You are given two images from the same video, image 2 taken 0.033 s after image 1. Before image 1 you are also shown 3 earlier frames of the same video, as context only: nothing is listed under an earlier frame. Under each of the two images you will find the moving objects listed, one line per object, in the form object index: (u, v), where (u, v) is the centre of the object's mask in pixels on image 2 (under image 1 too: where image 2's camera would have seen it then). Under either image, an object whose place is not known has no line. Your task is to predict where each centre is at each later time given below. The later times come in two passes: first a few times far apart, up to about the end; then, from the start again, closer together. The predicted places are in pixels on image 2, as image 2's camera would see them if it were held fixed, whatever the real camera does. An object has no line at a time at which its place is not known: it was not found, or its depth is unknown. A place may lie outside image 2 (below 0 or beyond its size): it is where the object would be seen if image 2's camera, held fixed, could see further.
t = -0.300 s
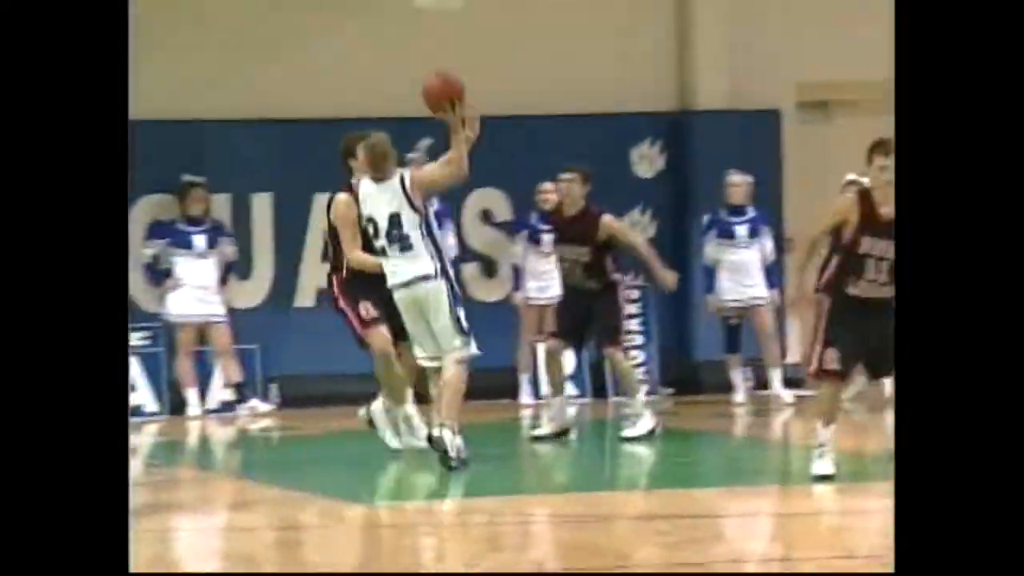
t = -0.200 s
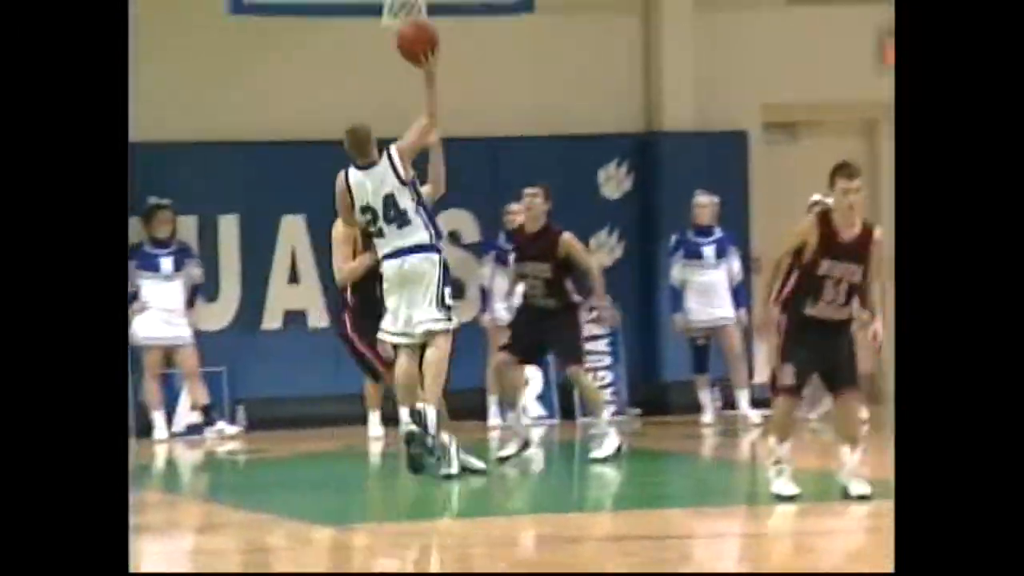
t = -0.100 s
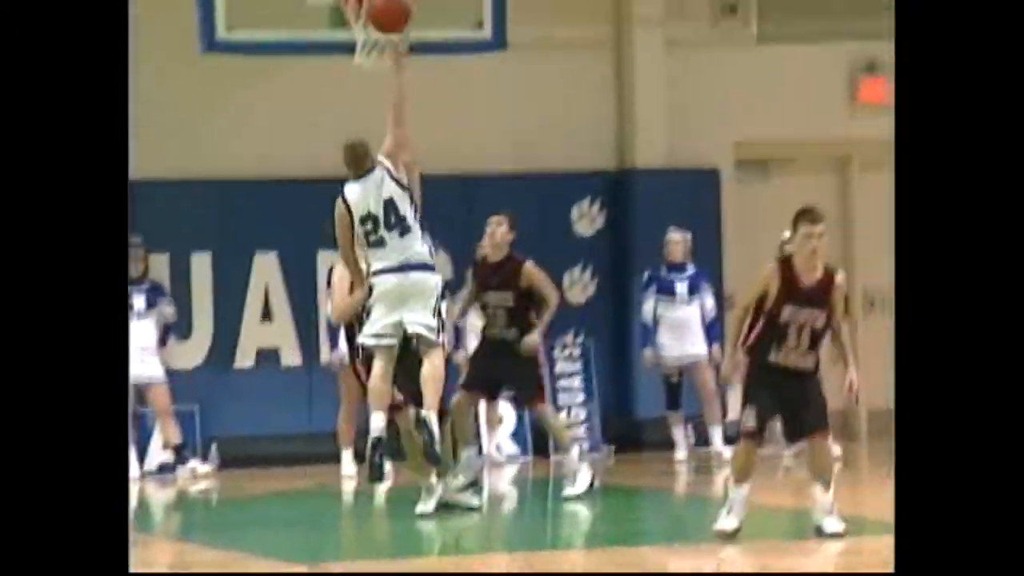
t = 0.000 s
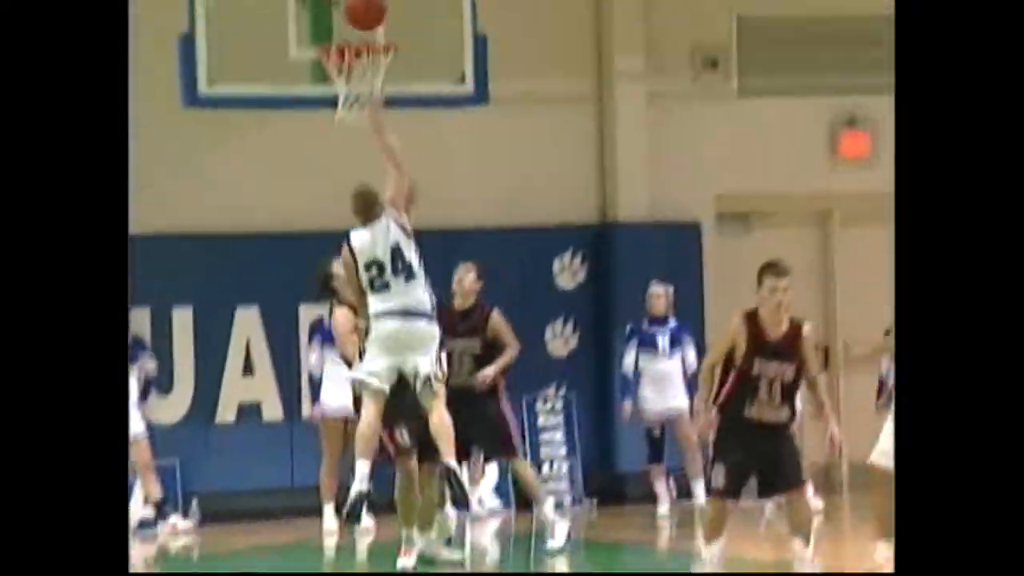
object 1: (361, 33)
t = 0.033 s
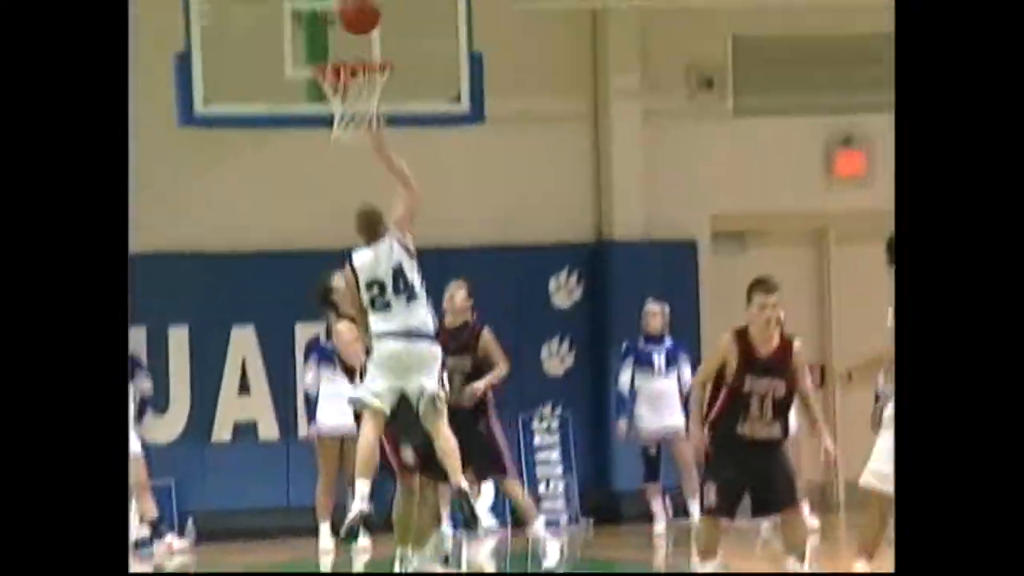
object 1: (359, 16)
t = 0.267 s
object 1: (347, -34)
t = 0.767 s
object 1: (345, 69)
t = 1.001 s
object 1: (360, 110)
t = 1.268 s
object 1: (377, 168)
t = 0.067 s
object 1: (356, 1)
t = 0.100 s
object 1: (355, -11)
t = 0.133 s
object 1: (353, -19)
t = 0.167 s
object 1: (352, -26)
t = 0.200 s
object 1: (350, -30)
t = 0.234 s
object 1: (348, -34)
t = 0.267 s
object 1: (347, -34)
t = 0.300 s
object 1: (346, -34)
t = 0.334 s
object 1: (345, -31)
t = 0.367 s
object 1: (344, -26)
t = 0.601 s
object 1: (338, 50)
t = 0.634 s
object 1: (349, 57)
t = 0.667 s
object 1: (362, 61)
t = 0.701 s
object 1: (368, 63)
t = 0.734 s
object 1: (359, 62)
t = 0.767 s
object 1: (345, 69)
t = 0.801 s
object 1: (340, 71)
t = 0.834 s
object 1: (340, 76)
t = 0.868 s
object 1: (341, 84)
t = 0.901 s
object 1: (348, 89)
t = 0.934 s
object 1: (357, 92)
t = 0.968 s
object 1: (356, 100)
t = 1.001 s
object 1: (360, 110)
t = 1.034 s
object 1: (358, 106)
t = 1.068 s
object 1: (354, 109)
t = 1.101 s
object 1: (363, 127)
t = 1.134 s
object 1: (362, 133)
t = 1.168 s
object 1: (371, 142)
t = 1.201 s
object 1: (372, 146)
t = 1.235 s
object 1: (375, 155)
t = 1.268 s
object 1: (377, 168)
